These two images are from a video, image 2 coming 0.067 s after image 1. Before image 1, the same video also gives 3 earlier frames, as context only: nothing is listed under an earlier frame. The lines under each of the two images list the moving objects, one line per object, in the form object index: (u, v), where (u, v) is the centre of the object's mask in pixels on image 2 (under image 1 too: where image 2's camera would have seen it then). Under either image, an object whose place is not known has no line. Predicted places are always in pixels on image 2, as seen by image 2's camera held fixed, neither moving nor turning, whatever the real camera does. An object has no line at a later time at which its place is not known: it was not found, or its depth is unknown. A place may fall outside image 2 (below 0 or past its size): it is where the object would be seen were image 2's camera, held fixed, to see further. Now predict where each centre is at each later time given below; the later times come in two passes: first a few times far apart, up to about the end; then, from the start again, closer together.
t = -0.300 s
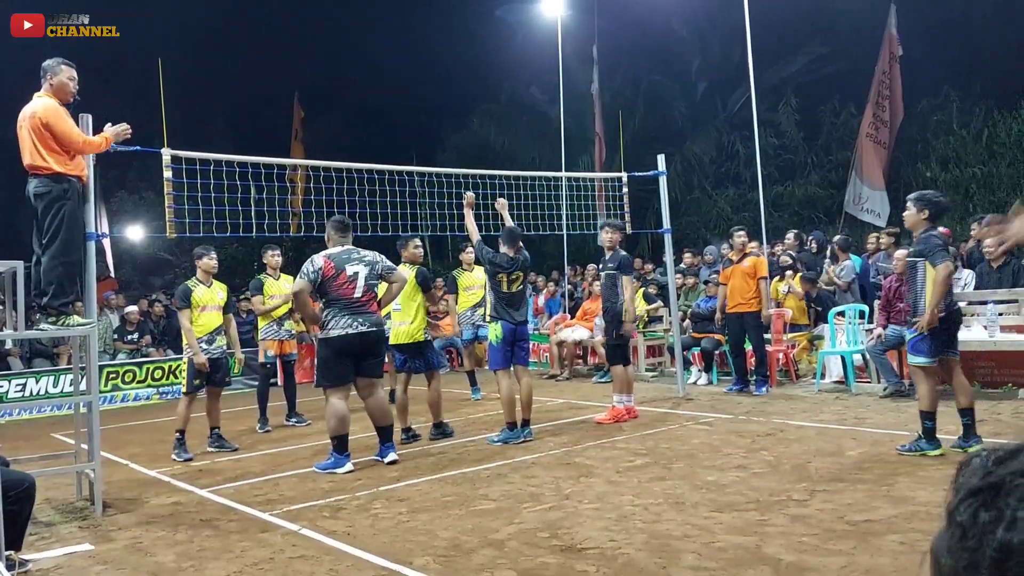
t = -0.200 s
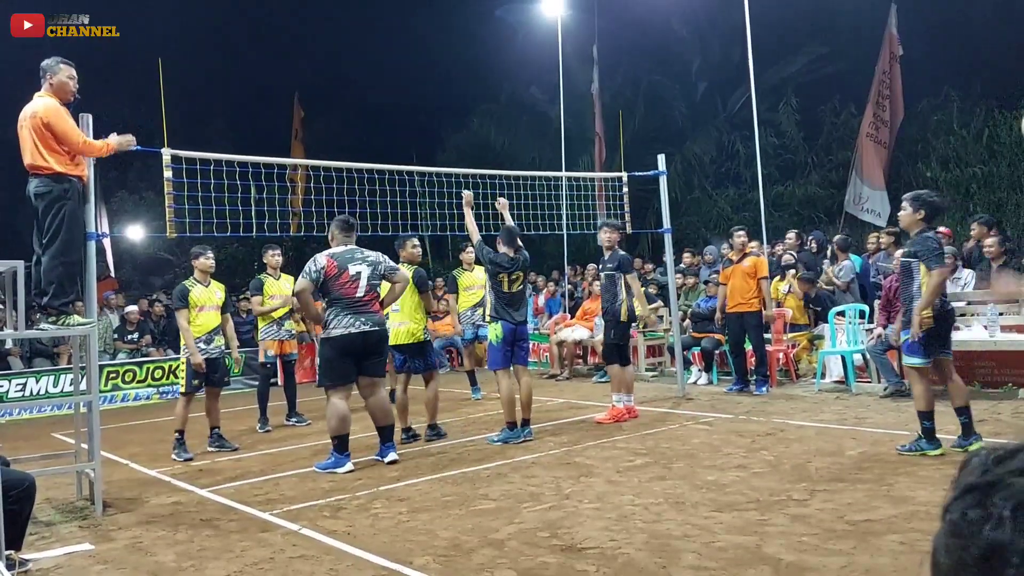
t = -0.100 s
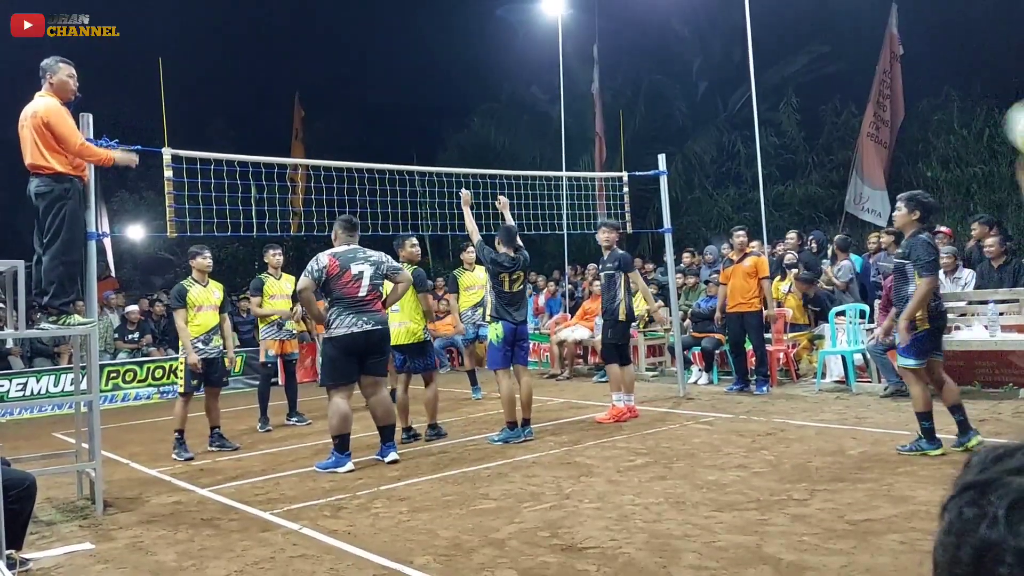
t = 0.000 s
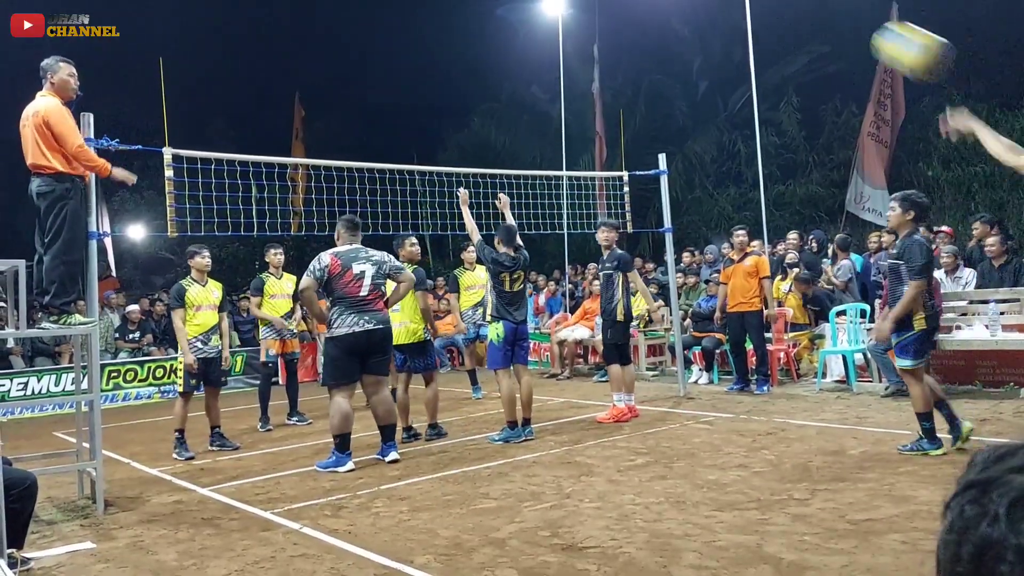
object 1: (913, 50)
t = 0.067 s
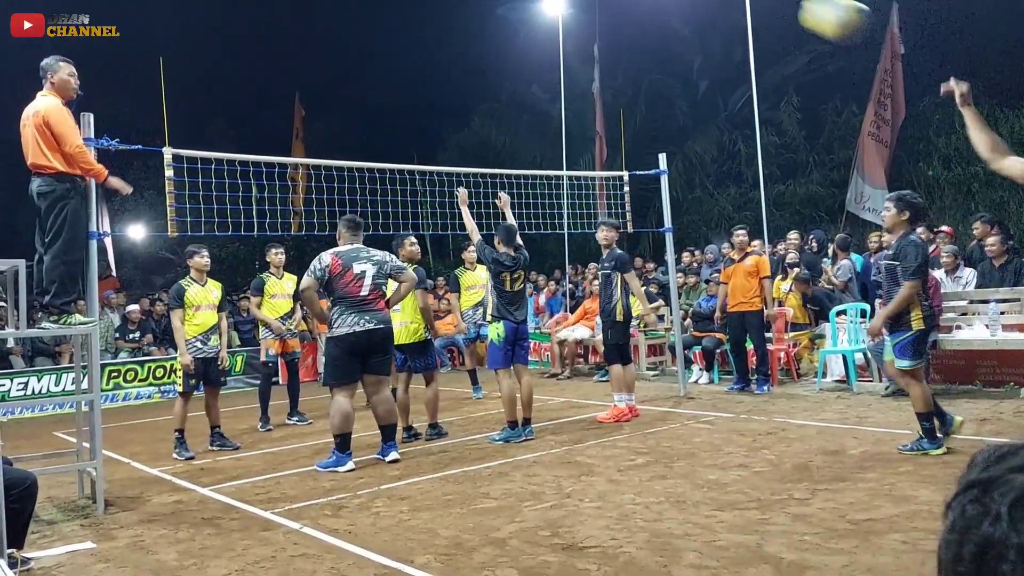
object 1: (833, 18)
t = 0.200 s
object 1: (714, 4)
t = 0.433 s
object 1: (581, 13)
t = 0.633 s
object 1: (511, 69)
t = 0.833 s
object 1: (462, 151)
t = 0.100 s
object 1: (799, 11)
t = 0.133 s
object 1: (770, 8)
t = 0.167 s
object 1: (741, 5)
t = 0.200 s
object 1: (714, 4)
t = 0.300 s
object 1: (647, 4)
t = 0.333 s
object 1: (629, 5)
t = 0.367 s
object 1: (611, 7)
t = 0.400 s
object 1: (595, 10)
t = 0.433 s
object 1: (581, 13)
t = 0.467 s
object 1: (574, 17)
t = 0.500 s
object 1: (555, 26)
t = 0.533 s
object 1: (543, 36)
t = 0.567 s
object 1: (531, 46)
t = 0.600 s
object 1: (521, 57)
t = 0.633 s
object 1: (511, 69)
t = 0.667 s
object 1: (502, 82)
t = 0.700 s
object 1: (493, 94)
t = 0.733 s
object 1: (484, 108)
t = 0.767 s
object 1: (477, 122)
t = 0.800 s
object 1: (469, 136)
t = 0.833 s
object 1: (462, 151)
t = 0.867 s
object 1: (456, 166)
